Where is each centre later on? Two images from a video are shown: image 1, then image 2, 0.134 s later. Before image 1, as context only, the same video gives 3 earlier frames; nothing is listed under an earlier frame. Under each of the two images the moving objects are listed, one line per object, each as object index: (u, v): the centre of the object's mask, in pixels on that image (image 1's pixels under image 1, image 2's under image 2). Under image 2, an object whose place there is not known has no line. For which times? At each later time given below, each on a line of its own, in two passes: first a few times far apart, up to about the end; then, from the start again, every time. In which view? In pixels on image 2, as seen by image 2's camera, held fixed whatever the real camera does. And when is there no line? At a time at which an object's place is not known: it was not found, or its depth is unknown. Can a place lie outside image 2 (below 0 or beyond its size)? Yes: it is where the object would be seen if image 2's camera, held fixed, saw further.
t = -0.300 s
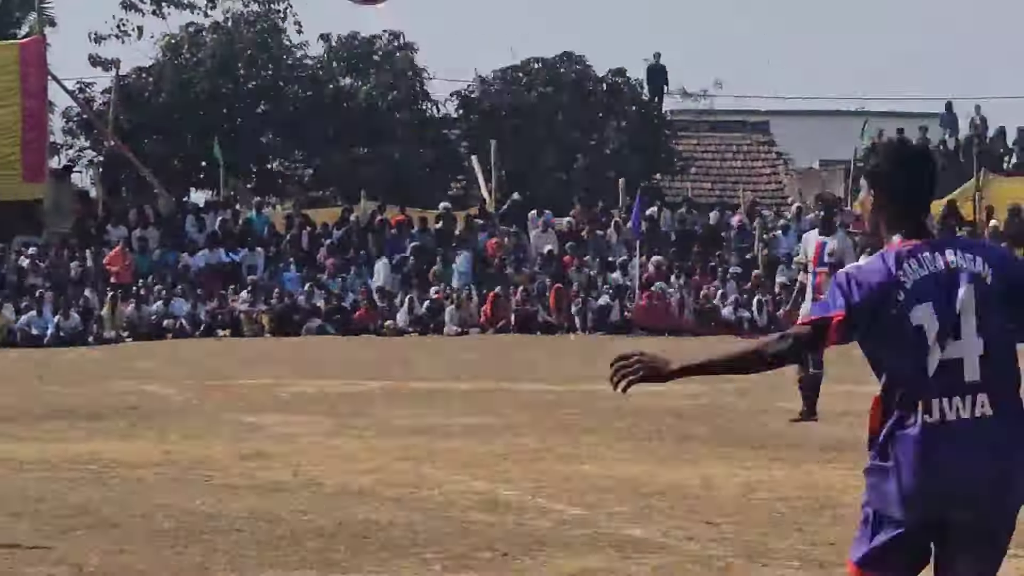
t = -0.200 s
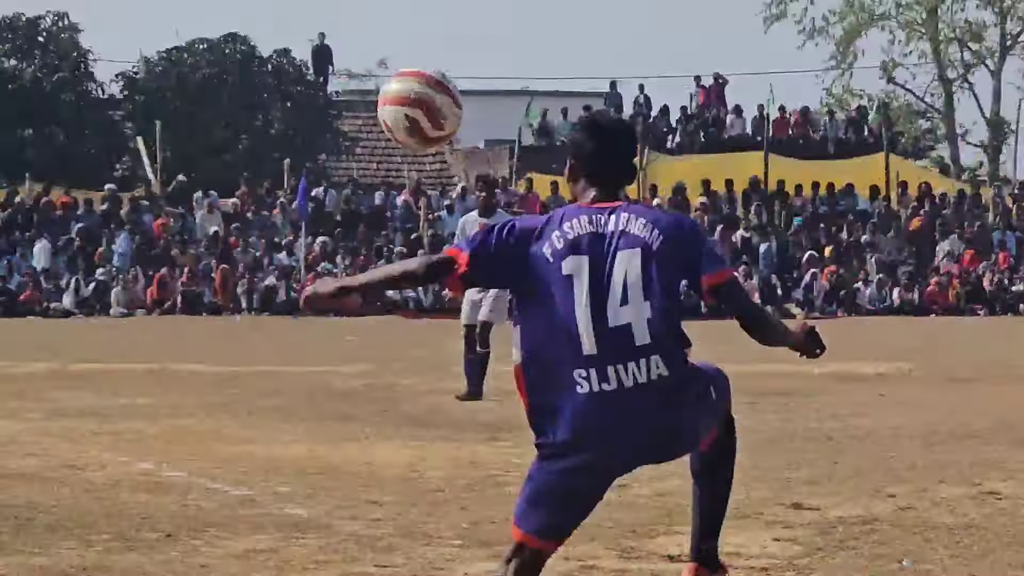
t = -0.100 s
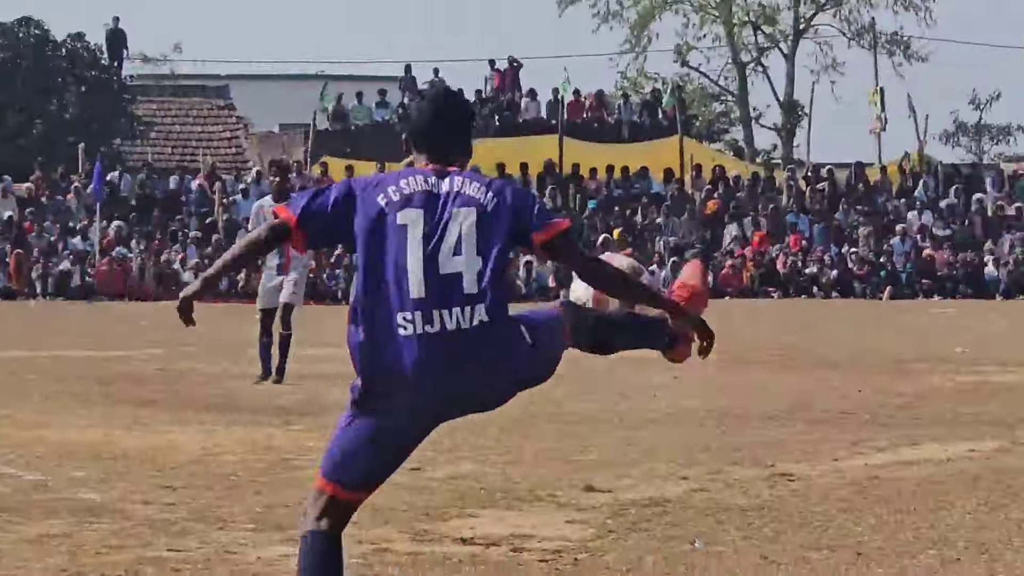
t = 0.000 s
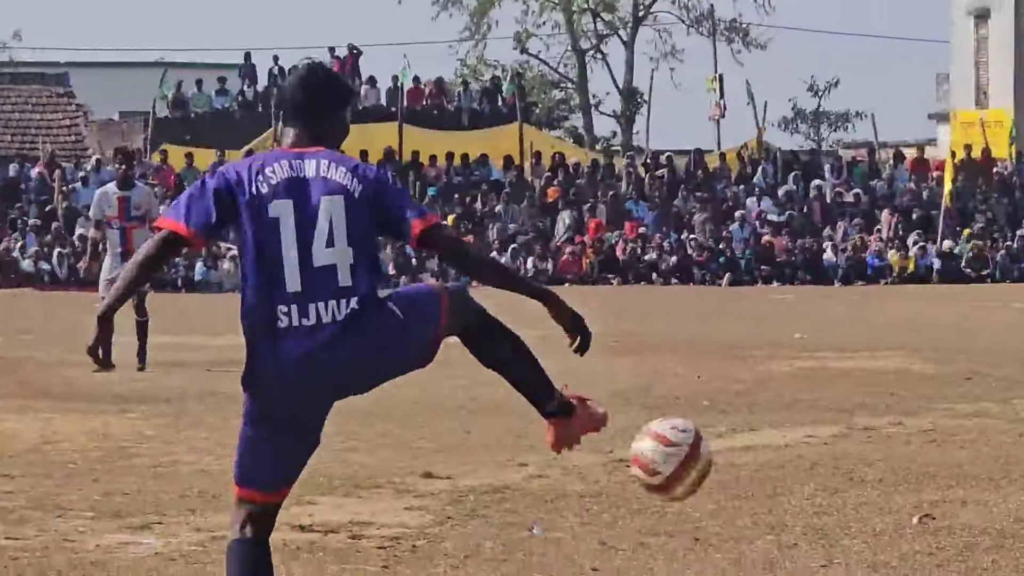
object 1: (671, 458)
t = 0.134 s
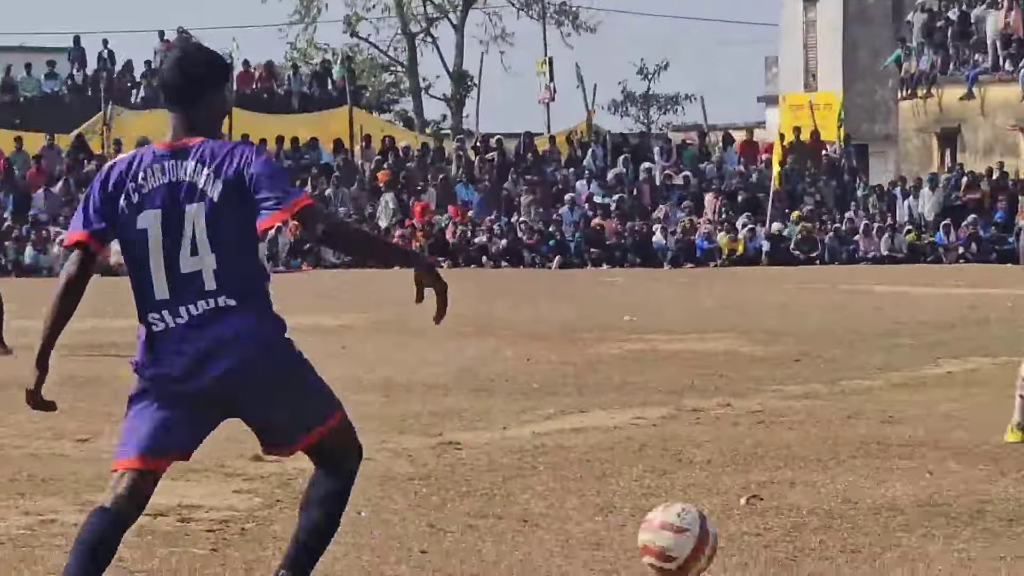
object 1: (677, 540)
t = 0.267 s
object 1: (721, 404)
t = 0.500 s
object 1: (797, 333)
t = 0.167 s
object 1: (689, 497)
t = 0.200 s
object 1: (699, 462)
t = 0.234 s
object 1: (710, 431)
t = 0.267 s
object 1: (721, 404)
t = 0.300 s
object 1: (732, 382)
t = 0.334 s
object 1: (743, 365)
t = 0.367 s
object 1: (754, 351)
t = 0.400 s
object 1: (764, 340)
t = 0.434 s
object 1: (776, 333)
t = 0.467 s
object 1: (787, 332)
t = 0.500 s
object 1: (797, 333)
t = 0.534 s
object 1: (806, 336)
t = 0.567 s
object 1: (818, 345)
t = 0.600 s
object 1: (827, 358)
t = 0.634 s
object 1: (836, 372)
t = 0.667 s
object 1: (845, 388)
